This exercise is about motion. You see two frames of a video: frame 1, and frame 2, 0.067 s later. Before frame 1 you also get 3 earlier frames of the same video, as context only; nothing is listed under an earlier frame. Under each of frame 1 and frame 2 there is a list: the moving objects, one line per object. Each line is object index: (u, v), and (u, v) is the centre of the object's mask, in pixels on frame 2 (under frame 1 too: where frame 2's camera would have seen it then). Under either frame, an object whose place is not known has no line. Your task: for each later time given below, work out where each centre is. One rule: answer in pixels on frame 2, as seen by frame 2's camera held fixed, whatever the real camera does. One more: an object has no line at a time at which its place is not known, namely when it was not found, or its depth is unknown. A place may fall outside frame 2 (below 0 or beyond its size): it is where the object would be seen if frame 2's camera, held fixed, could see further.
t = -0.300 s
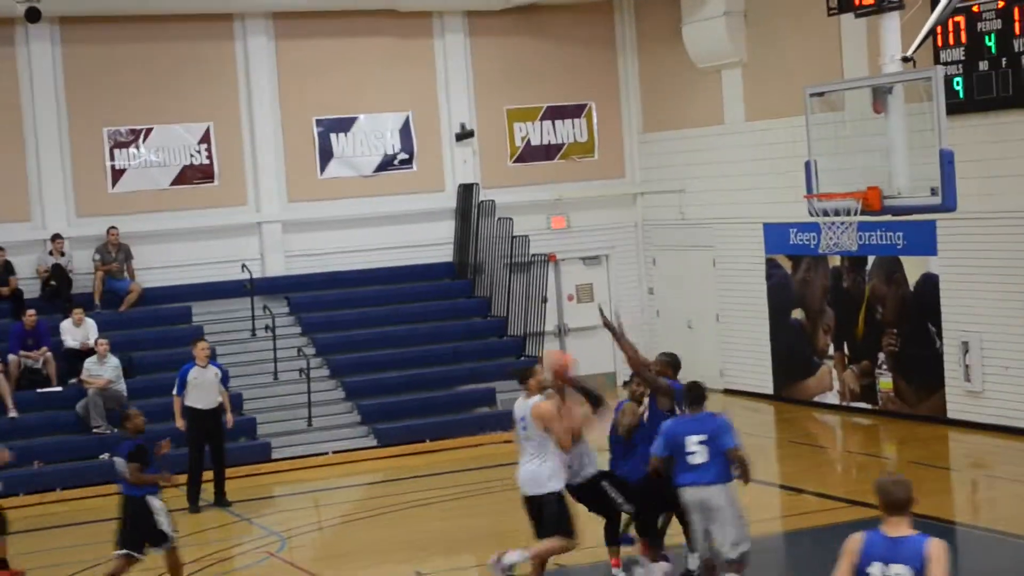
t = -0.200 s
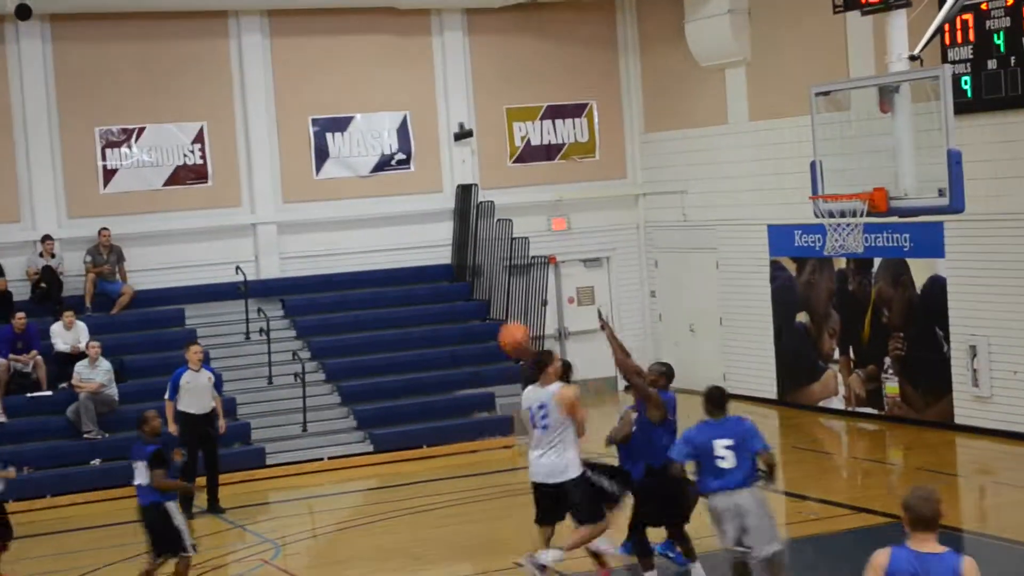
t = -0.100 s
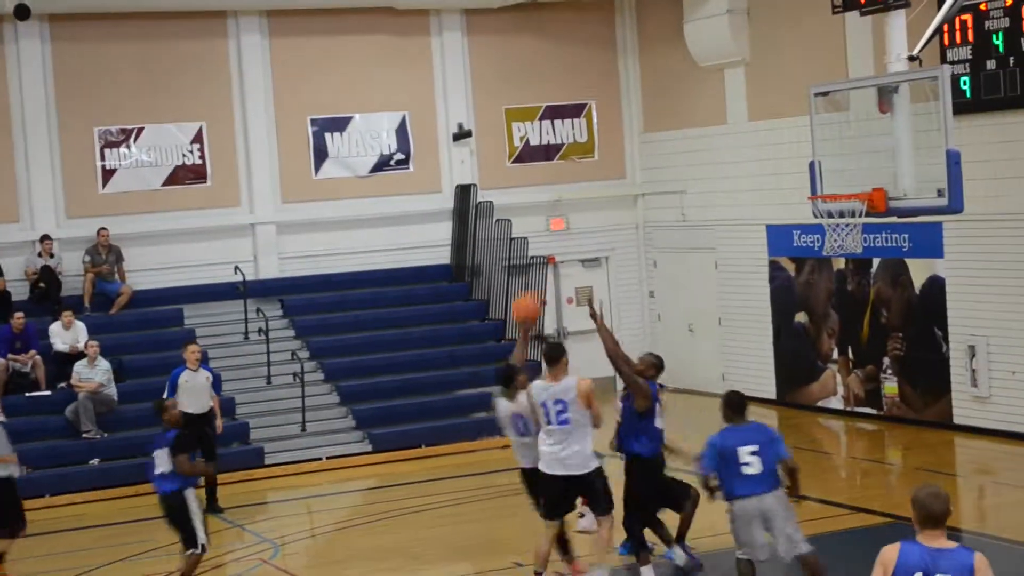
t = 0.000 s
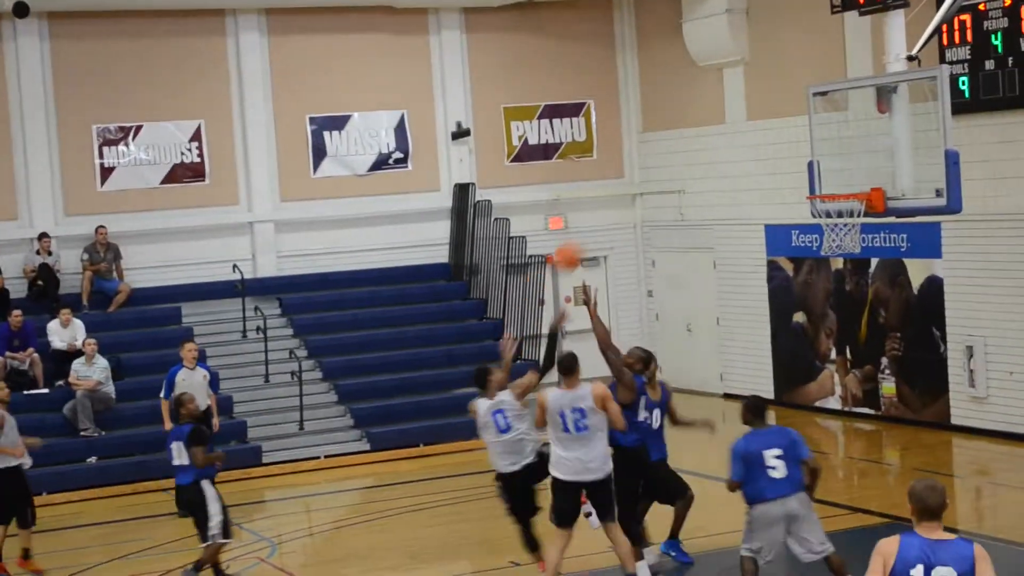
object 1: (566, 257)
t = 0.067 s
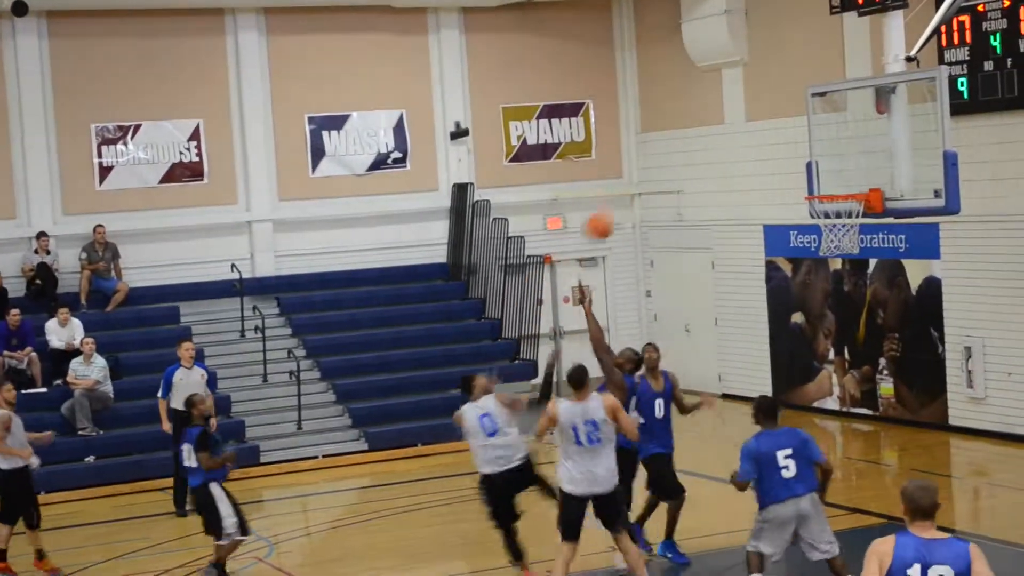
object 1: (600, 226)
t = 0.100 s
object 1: (616, 213)
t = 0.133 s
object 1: (632, 201)
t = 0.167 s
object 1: (649, 190)
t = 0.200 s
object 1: (663, 183)
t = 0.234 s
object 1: (680, 175)
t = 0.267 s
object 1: (695, 169)
